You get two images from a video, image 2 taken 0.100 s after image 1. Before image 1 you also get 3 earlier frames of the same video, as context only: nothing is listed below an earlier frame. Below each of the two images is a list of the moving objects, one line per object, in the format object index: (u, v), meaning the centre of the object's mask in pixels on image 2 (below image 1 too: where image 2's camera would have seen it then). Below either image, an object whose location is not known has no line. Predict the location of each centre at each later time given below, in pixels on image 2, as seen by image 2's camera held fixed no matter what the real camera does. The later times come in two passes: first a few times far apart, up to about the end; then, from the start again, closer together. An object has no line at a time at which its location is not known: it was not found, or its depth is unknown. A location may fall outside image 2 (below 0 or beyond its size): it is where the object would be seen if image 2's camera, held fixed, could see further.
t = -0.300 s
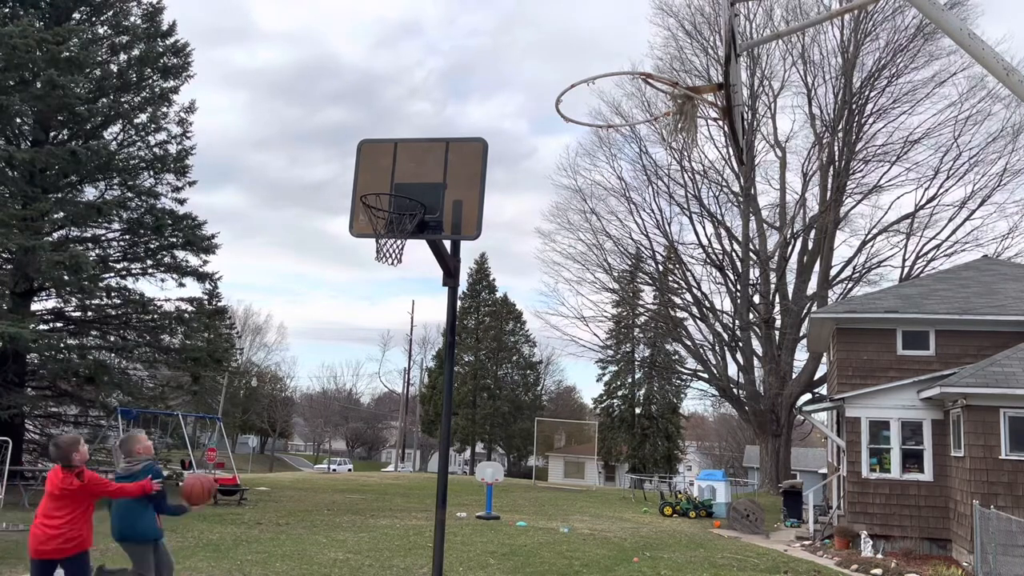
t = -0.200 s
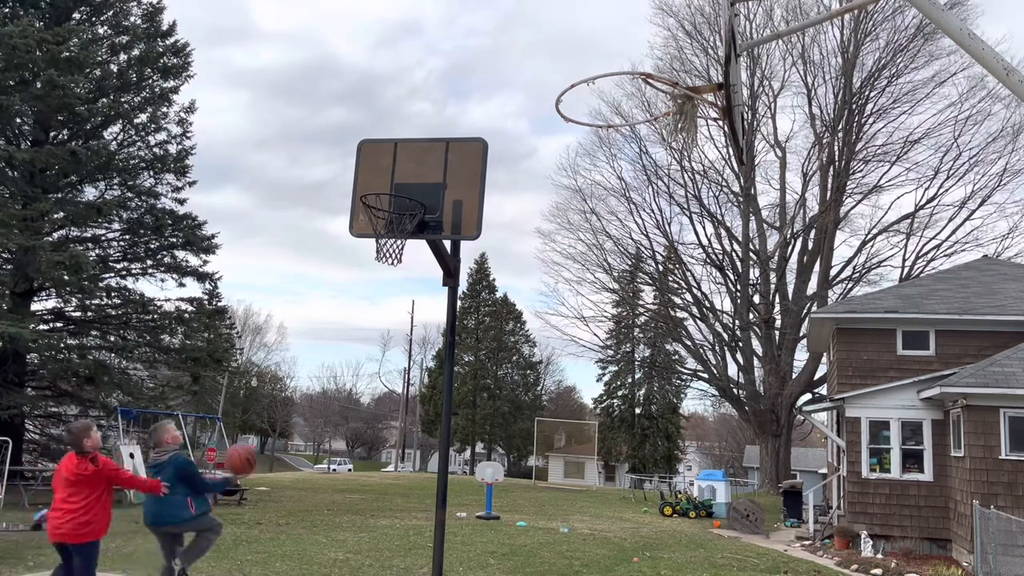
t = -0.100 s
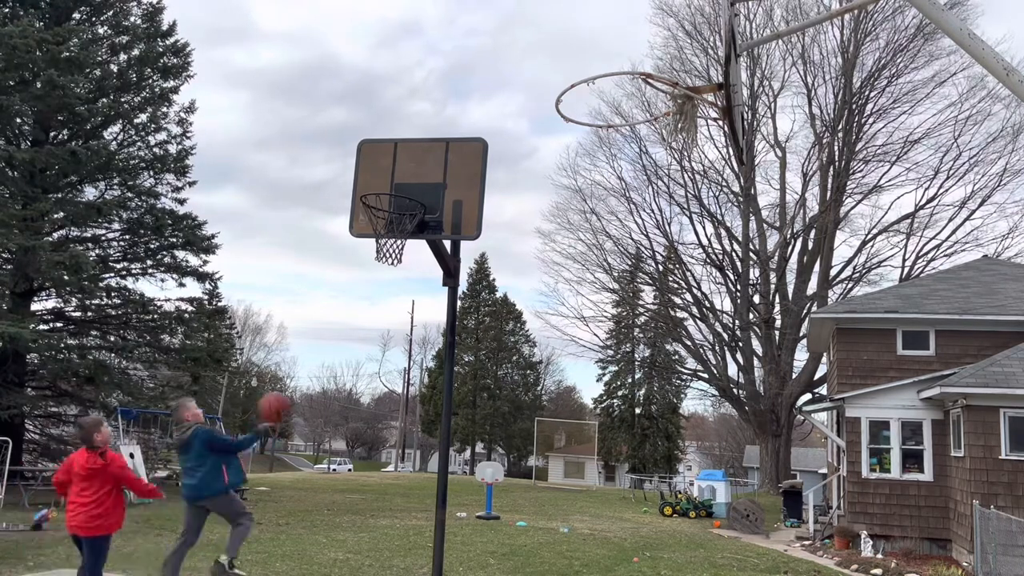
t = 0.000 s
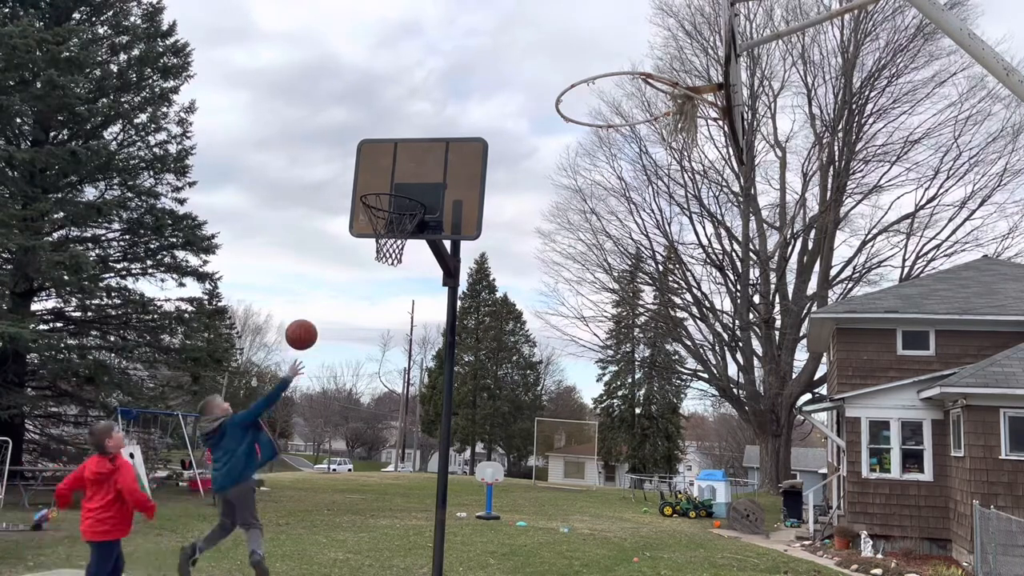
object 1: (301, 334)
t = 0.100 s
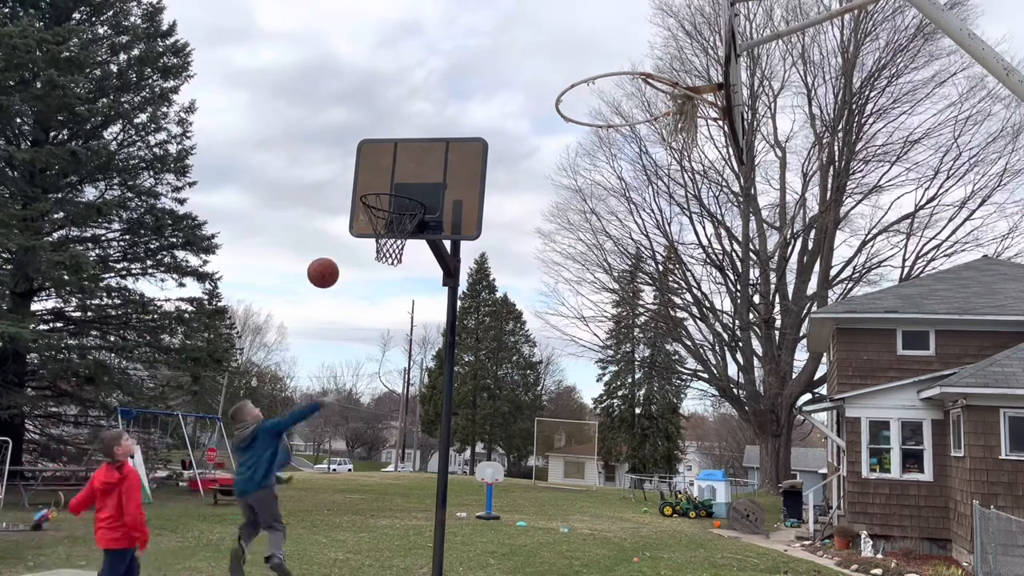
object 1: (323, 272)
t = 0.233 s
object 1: (349, 211)
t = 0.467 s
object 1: (391, 158)
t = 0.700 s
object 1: (429, 172)
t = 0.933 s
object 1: (461, 255)
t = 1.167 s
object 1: (490, 411)
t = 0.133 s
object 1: (330, 255)
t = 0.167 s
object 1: (336, 239)
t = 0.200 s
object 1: (343, 224)
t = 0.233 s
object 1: (349, 211)
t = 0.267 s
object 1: (354, 200)
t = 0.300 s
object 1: (362, 189)
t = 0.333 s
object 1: (368, 179)
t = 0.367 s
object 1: (374, 172)
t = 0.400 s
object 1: (380, 166)
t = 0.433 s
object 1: (386, 161)
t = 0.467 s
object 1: (391, 158)
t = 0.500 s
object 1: (397, 156)
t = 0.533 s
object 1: (402, 156)
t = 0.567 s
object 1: (407, 156)
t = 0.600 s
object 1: (413, 159)
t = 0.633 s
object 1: (418, 161)
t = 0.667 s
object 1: (423, 166)
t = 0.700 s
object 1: (429, 172)
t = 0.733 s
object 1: (434, 180)
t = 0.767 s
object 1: (438, 189)
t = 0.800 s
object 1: (444, 198)
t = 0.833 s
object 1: (448, 210)
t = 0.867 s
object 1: (452, 223)
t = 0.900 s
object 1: (456, 239)
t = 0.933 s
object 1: (461, 255)
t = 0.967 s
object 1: (465, 272)
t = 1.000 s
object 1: (470, 292)
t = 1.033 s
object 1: (474, 312)
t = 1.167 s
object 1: (490, 411)
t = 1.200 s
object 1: (495, 440)
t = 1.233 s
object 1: (498, 473)
